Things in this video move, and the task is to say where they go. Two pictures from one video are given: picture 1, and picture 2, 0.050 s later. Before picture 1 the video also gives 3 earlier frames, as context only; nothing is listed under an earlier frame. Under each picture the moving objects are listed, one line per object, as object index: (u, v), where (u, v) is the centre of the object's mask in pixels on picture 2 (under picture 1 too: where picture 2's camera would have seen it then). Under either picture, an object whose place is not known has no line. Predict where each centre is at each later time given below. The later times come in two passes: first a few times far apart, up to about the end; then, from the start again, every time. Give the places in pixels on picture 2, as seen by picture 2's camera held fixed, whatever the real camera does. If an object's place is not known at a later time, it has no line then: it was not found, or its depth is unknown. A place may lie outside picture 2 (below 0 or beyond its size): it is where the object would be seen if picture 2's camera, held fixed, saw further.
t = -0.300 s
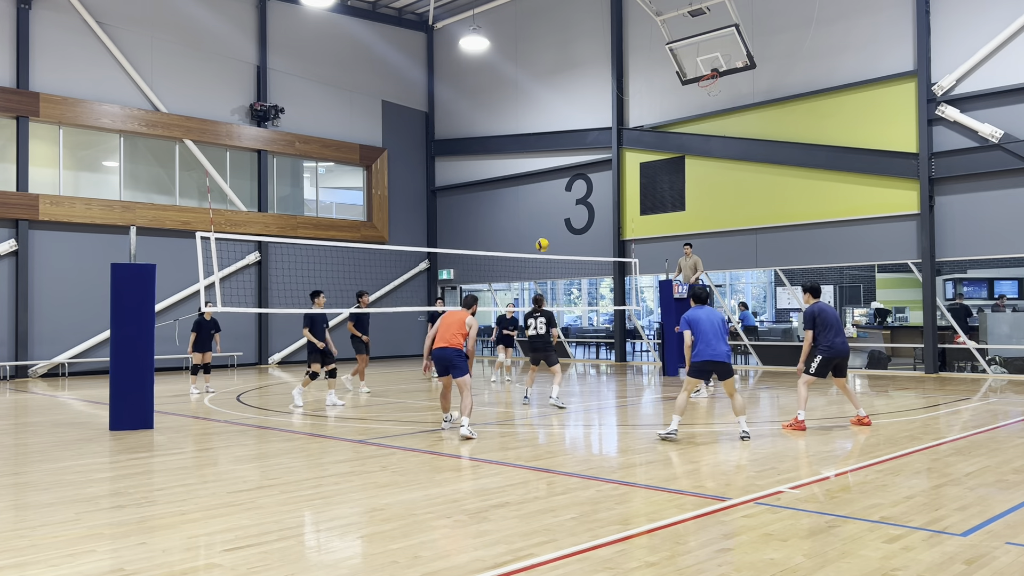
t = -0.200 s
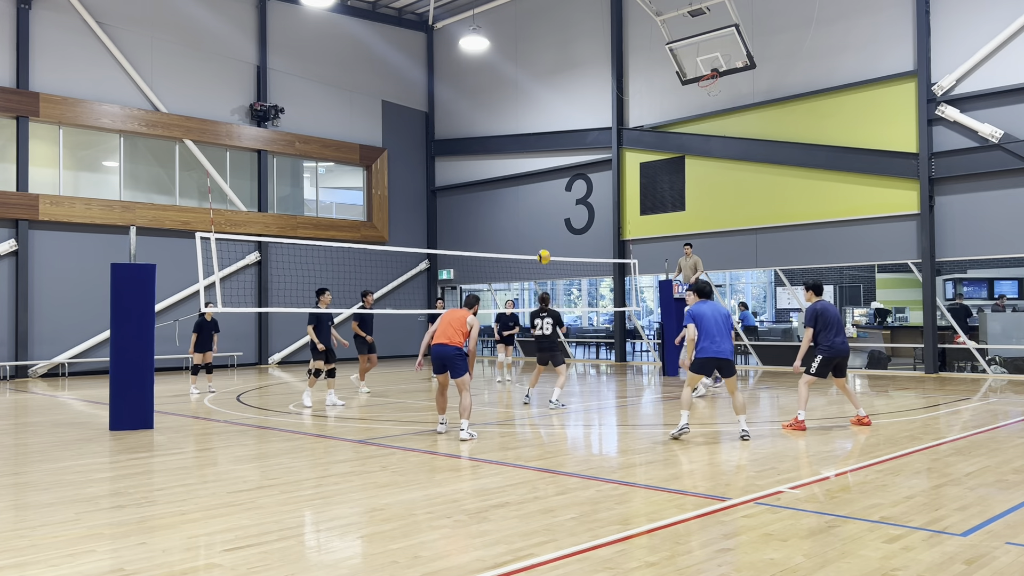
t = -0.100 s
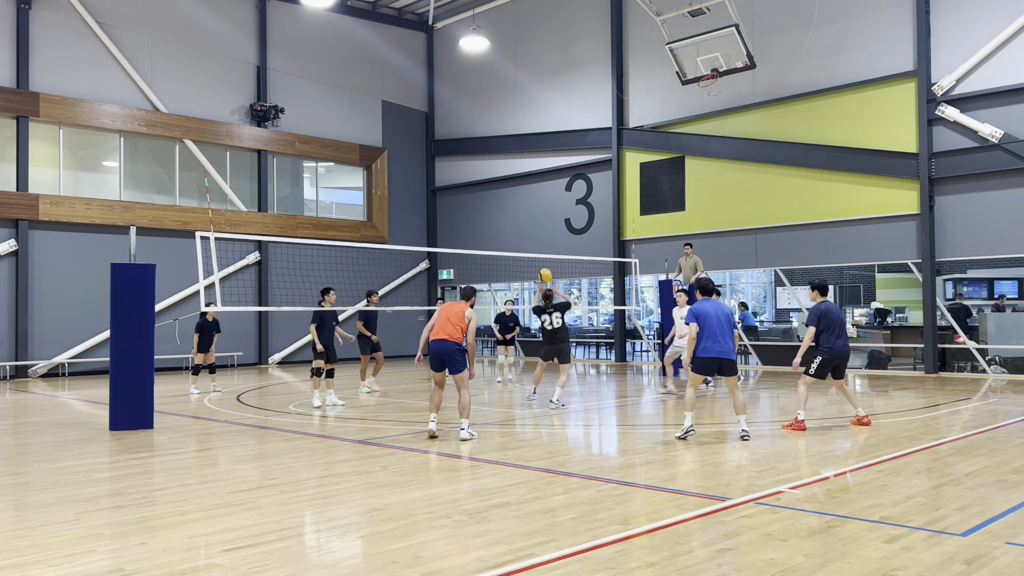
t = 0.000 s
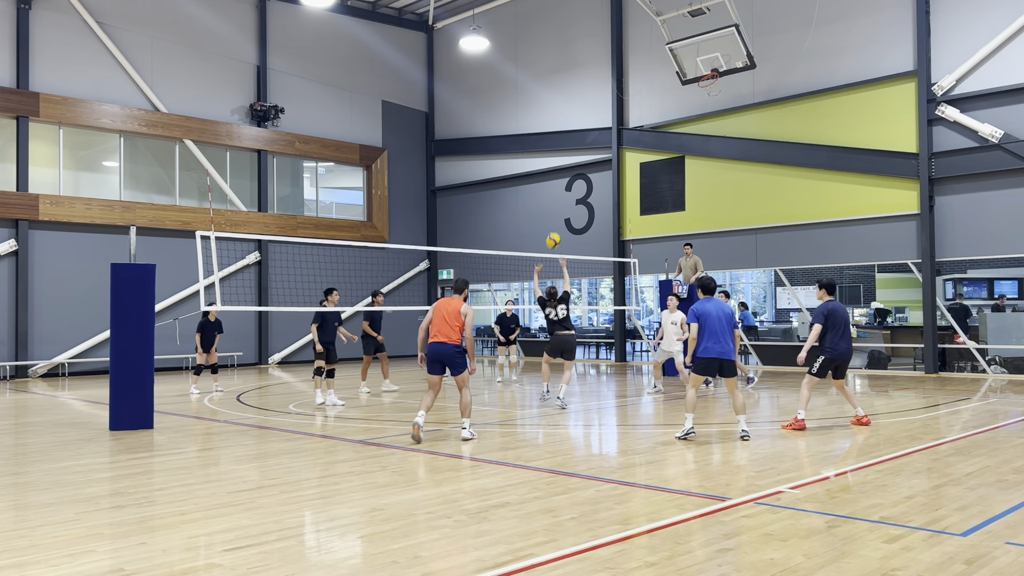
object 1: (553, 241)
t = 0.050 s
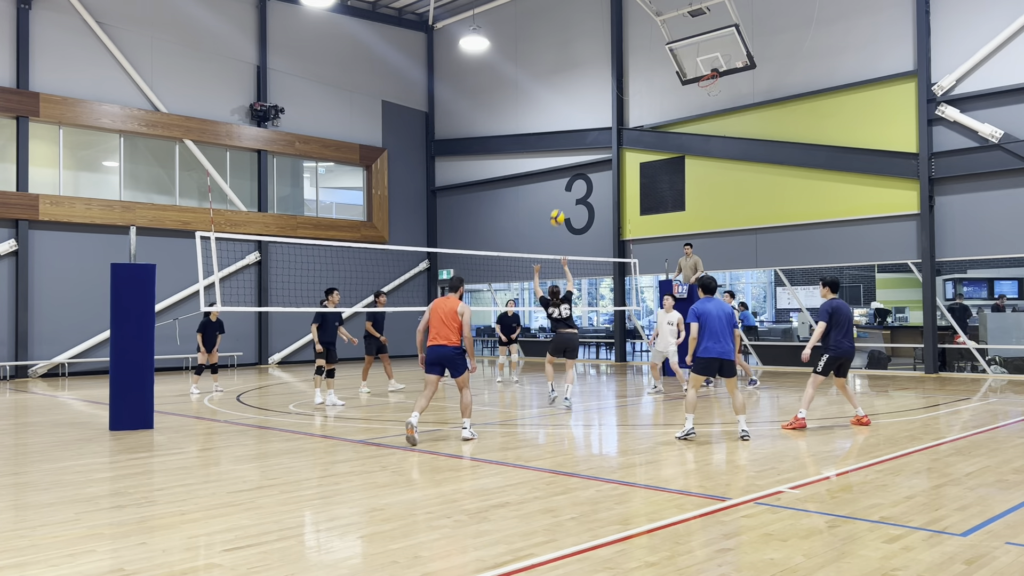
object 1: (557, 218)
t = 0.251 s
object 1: (572, 143)
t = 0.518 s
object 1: (591, 86)
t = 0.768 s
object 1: (608, 75)
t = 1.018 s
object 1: (625, 102)
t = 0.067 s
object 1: (558, 210)
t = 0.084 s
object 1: (560, 203)
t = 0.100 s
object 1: (561, 196)
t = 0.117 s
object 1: (562, 189)
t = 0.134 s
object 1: (563, 183)
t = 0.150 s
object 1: (565, 176)
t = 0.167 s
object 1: (566, 171)
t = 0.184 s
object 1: (567, 165)
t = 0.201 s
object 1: (569, 159)
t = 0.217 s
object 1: (570, 153)
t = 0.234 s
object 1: (571, 148)
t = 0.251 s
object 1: (572, 143)
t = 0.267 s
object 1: (573, 138)
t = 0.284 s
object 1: (575, 134)
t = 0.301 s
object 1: (576, 129)
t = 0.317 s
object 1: (577, 125)
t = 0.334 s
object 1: (578, 120)
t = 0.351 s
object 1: (579, 116)
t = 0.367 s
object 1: (580, 112)
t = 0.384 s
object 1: (582, 109)
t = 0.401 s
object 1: (583, 105)
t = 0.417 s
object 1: (584, 102)
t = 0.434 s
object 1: (585, 99)
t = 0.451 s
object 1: (586, 96)
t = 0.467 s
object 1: (587, 93)
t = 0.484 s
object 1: (589, 90)
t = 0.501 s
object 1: (590, 88)
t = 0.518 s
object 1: (591, 86)
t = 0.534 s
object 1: (592, 84)
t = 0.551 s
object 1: (593, 82)
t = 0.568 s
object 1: (594, 81)
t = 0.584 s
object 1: (596, 79)
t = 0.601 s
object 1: (597, 78)
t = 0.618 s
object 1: (598, 77)
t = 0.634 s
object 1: (599, 76)
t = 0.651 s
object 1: (600, 75)
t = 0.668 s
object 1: (601, 74)
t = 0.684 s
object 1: (602, 74)
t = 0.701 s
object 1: (603, 74)
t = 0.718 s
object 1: (605, 74)
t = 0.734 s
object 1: (606, 74)
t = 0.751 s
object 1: (607, 74)
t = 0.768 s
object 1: (608, 75)
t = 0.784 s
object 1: (609, 75)
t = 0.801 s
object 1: (610, 76)
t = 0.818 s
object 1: (611, 77)
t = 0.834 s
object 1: (613, 78)
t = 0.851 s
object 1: (614, 80)
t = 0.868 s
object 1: (615, 81)
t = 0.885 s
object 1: (616, 83)
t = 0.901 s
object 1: (617, 85)
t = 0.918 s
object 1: (618, 87)
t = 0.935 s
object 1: (619, 89)
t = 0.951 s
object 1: (620, 91)
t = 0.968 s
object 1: (622, 94)
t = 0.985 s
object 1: (623, 96)
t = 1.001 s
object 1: (624, 99)
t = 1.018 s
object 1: (625, 102)
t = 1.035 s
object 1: (626, 105)
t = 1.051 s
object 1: (627, 108)
